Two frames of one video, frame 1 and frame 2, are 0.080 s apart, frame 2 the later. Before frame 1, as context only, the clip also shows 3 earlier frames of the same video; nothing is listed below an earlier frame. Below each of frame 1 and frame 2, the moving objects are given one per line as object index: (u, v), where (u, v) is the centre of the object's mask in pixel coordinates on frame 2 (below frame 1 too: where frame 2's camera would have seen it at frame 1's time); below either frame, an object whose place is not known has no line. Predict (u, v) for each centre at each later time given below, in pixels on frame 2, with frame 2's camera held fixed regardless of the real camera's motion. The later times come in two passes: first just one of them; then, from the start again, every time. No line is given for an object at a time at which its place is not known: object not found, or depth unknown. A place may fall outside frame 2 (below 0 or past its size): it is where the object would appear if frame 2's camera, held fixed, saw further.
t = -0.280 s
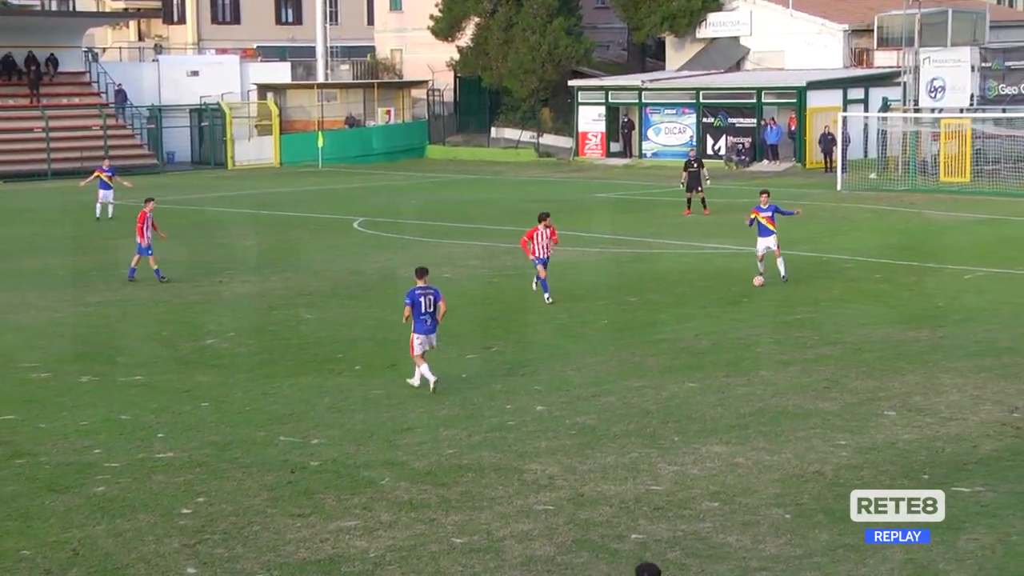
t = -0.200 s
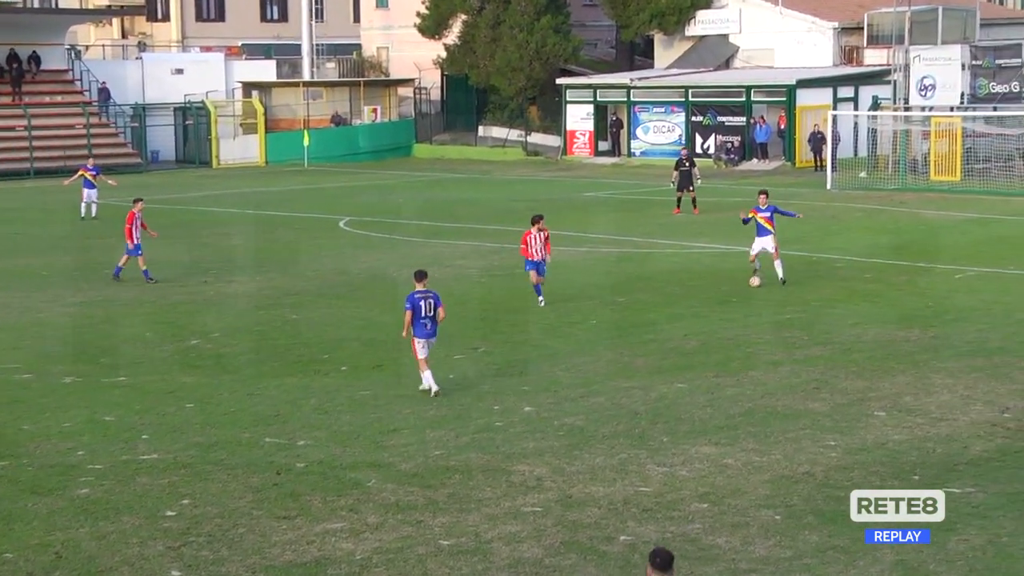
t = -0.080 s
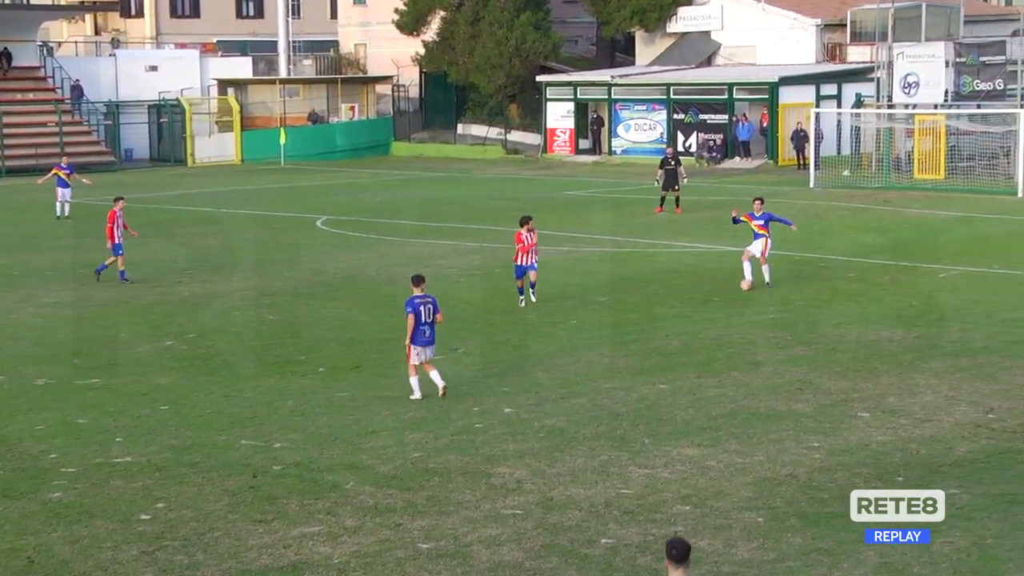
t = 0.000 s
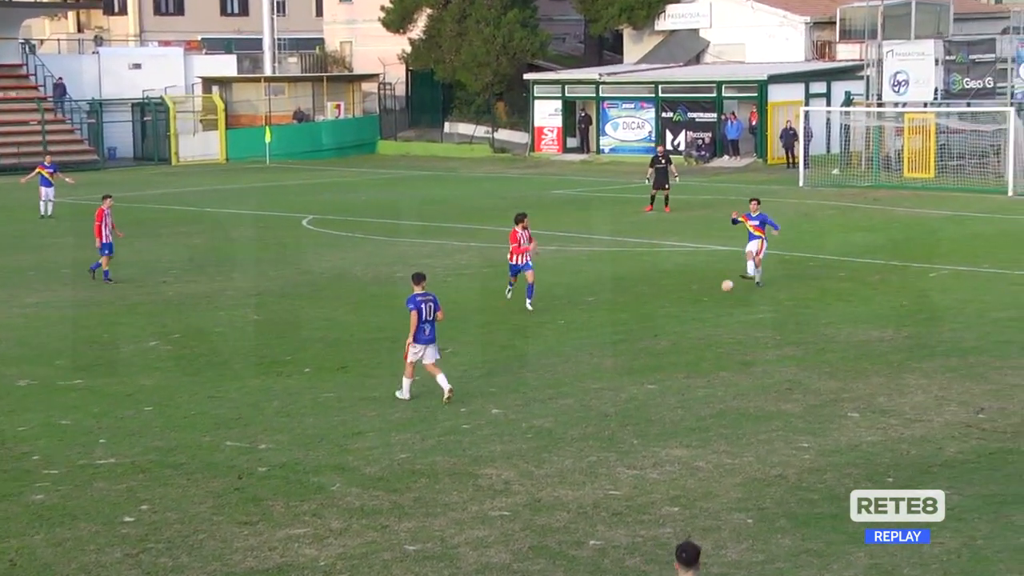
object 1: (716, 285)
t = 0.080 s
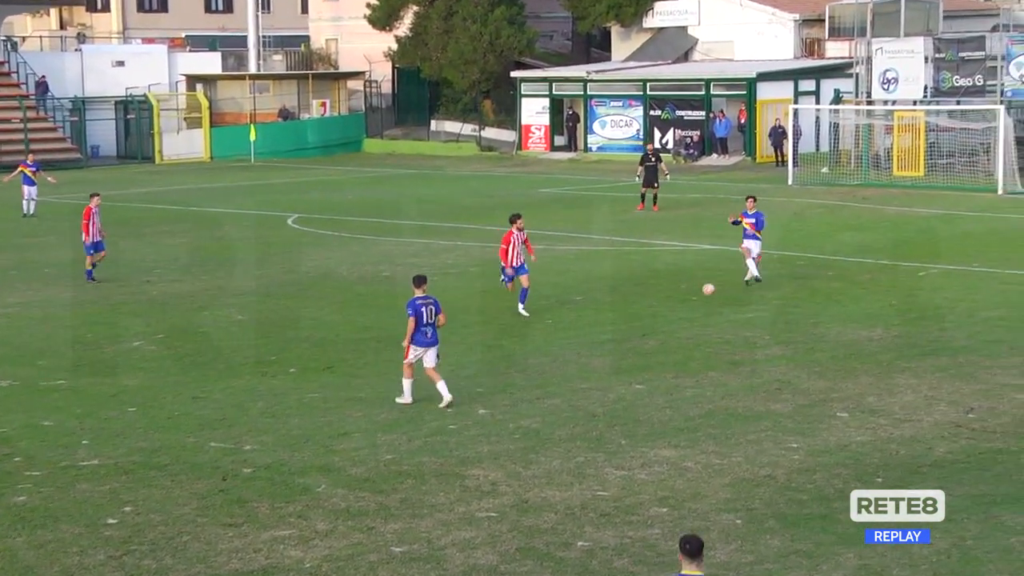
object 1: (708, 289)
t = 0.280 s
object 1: (687, 317)
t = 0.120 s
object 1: (704, 293)
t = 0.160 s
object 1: (700, 299)
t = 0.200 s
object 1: (695, 307)
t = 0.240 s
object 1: (690, 314)
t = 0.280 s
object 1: (687, 317)
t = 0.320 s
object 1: (684, 319)
